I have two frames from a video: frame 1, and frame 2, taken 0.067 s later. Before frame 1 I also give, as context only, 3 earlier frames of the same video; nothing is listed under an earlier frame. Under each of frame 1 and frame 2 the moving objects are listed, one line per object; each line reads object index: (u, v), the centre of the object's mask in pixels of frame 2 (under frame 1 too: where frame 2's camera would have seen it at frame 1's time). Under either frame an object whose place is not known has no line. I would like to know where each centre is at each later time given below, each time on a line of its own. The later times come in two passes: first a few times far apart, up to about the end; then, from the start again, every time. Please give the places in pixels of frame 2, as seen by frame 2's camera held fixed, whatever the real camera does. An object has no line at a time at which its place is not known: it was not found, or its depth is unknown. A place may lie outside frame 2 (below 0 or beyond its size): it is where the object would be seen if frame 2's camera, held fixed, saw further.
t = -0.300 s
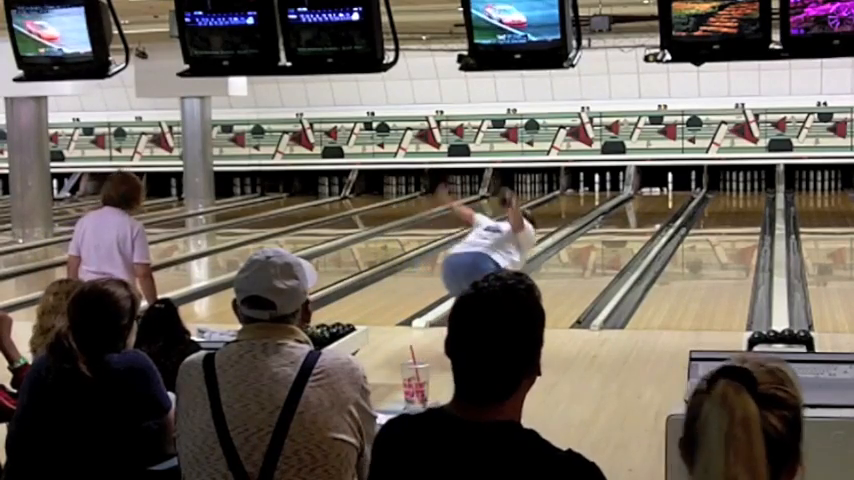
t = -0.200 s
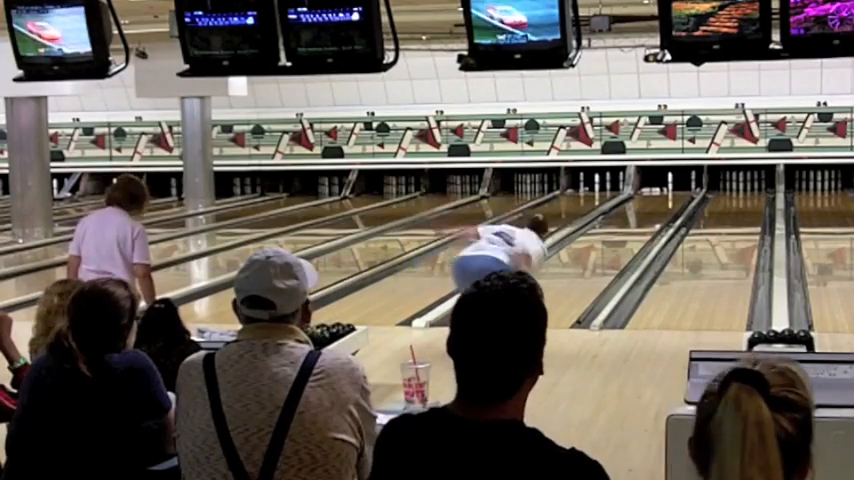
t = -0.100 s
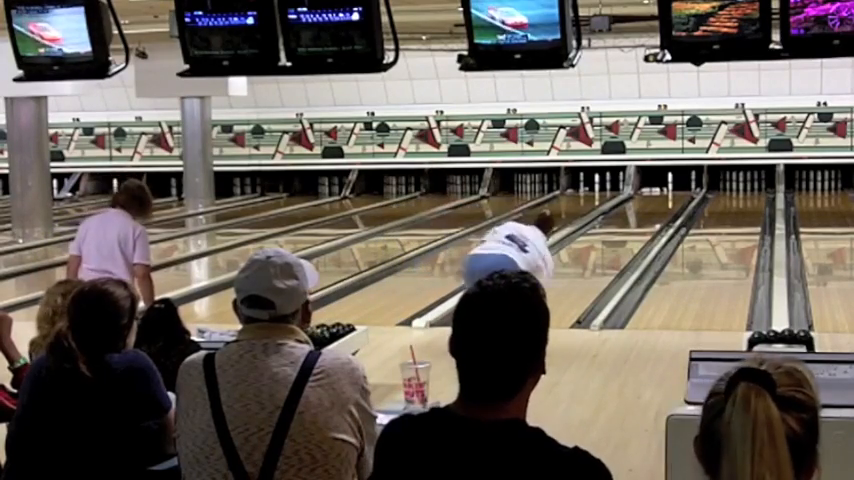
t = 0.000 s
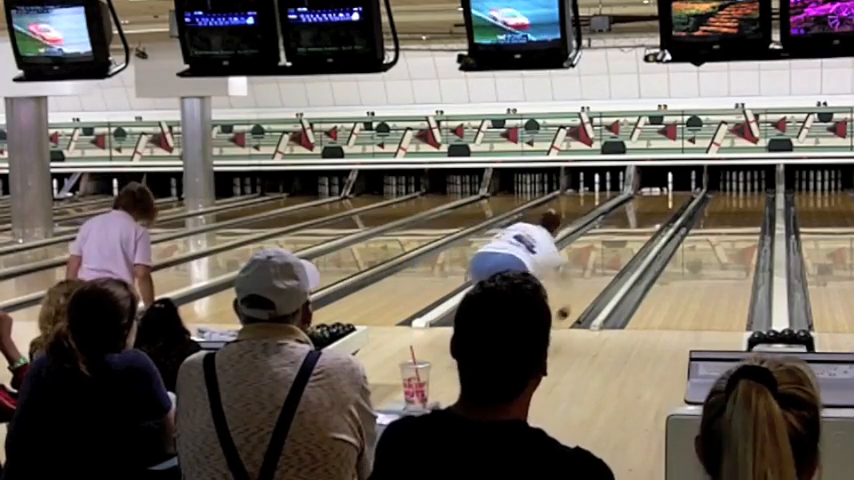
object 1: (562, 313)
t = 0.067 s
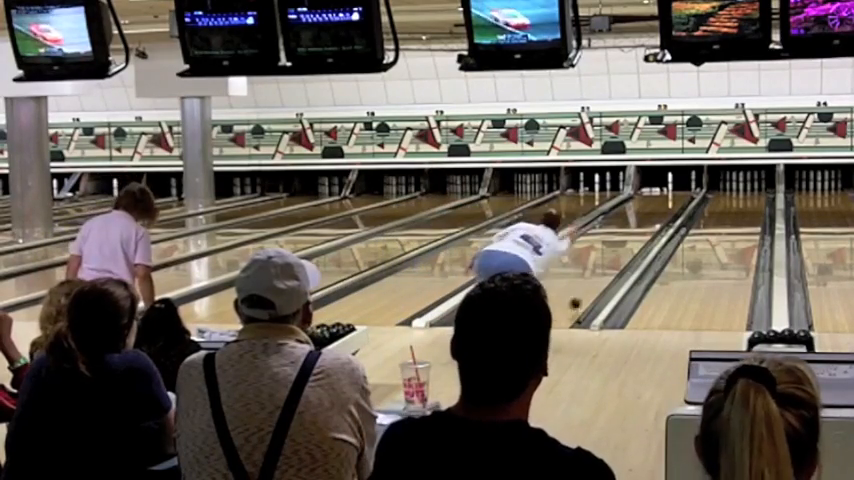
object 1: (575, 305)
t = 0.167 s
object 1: (590, 291)
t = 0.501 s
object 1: (625, 248)
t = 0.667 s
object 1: (637, 233)
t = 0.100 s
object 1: (580, 302)
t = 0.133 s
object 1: (585, 296)
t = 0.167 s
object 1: (590, 291)
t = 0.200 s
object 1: (594, 285)
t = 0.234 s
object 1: (599, 280)
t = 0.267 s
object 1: (603, 275)
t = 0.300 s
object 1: (607, 271)
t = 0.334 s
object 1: (610, 267)
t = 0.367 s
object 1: (614, 263)
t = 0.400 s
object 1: (616, 260)
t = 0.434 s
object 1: (620, 255)
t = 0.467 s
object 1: (623, 251)
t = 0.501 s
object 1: (625, 248)
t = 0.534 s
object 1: (628, 244)
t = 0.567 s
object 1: (630, 241)
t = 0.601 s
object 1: (633, 238)
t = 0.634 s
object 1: (635, 235)
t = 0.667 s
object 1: (637, 233)
